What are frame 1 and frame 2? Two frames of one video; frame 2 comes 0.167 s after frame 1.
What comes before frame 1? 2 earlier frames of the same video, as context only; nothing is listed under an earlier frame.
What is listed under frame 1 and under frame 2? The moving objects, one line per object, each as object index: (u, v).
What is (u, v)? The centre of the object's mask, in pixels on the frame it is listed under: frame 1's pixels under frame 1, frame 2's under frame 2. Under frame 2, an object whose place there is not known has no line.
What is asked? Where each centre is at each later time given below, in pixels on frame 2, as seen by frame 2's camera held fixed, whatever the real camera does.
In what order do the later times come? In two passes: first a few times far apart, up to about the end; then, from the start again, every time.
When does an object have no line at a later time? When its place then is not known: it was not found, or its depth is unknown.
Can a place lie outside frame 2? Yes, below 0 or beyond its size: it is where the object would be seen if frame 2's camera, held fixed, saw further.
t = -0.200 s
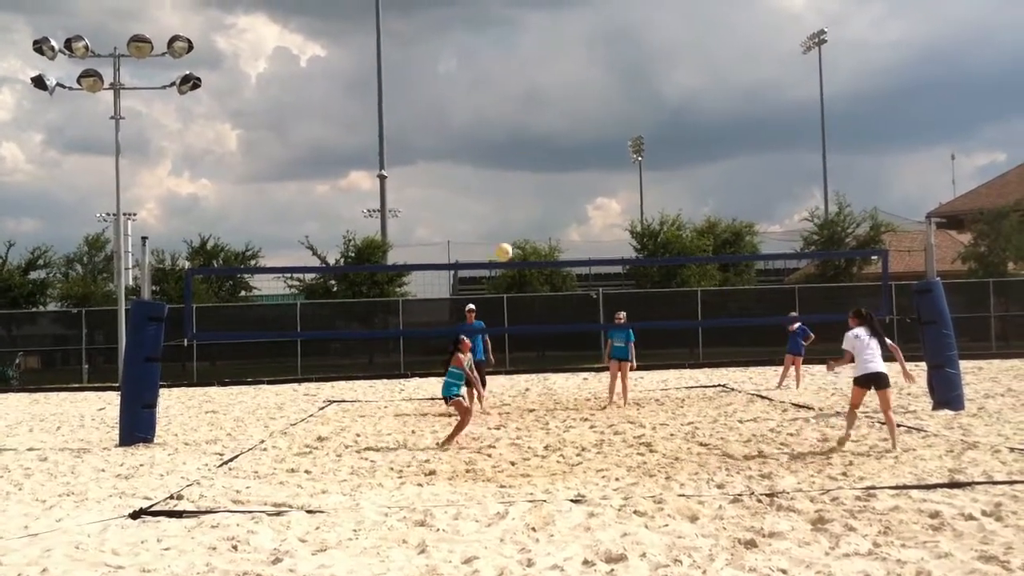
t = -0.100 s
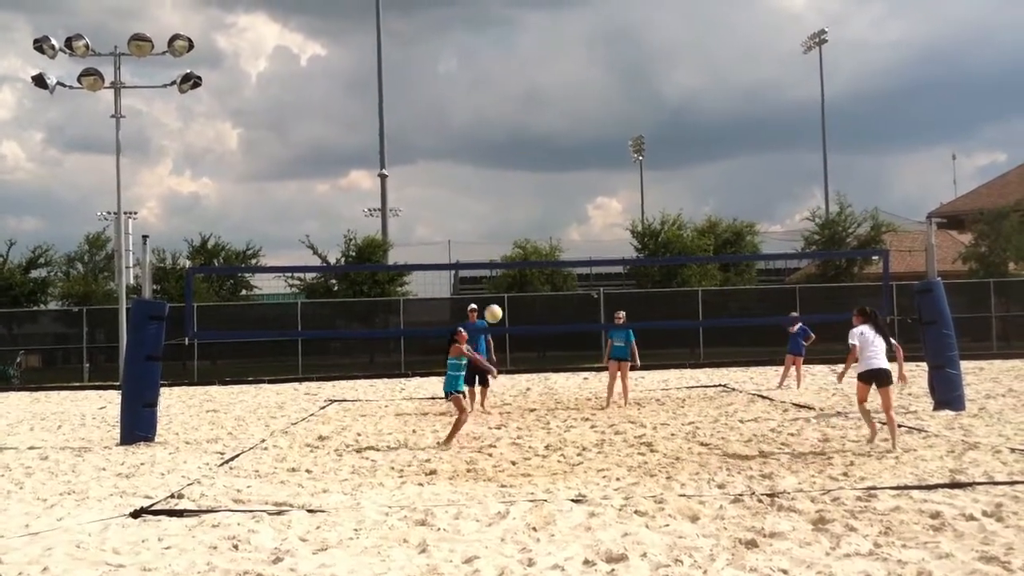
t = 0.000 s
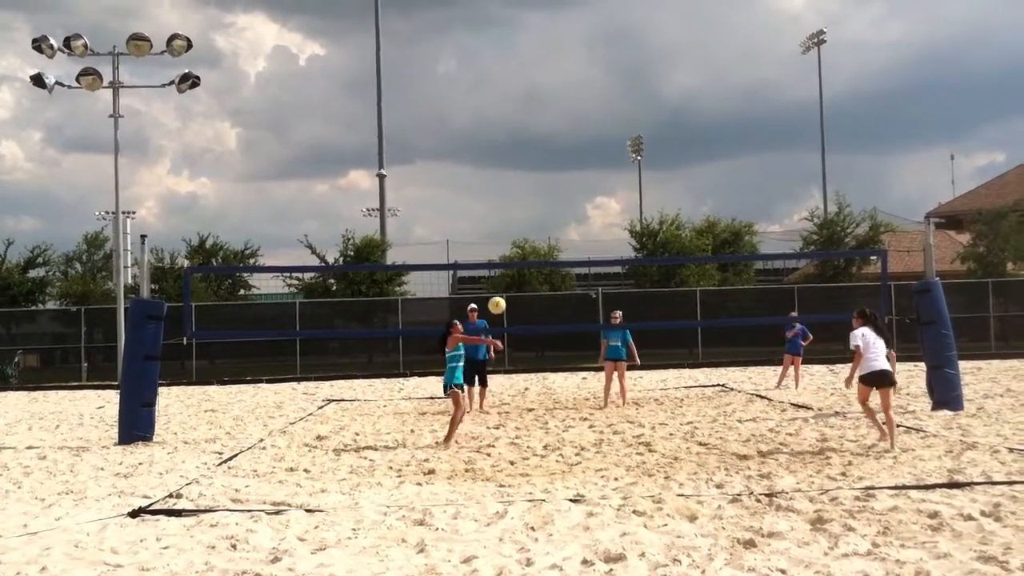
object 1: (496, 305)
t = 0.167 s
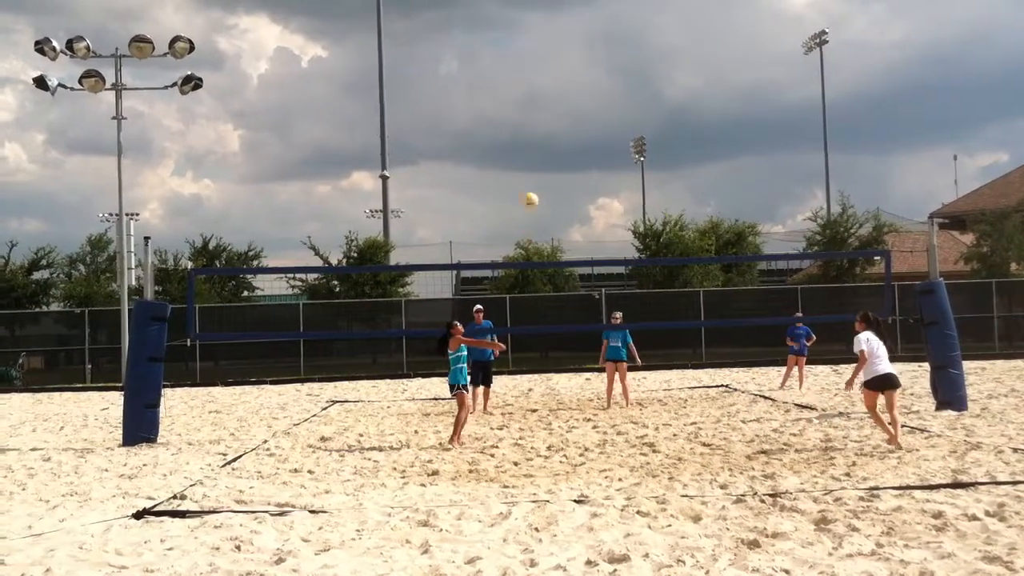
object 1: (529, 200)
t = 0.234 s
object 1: (542, 165)
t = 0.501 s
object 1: (588, 56)
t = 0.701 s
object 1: (621, 13)
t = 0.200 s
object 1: (537, 181)
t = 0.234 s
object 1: (542, 165)
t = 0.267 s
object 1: (547, 147)
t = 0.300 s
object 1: (553, 132)
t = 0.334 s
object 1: (558, 117)
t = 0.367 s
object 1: (565, 105)
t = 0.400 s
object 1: (571, 90)
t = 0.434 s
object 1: (576, 78)
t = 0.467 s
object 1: (582, 67)
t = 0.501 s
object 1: (588, 56)
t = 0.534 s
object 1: (593, 47)
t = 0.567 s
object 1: (599, 38)
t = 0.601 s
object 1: (605, 30)
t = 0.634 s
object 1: (610, 23)
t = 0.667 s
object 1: (617, 18)
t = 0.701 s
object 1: (621, 13)
